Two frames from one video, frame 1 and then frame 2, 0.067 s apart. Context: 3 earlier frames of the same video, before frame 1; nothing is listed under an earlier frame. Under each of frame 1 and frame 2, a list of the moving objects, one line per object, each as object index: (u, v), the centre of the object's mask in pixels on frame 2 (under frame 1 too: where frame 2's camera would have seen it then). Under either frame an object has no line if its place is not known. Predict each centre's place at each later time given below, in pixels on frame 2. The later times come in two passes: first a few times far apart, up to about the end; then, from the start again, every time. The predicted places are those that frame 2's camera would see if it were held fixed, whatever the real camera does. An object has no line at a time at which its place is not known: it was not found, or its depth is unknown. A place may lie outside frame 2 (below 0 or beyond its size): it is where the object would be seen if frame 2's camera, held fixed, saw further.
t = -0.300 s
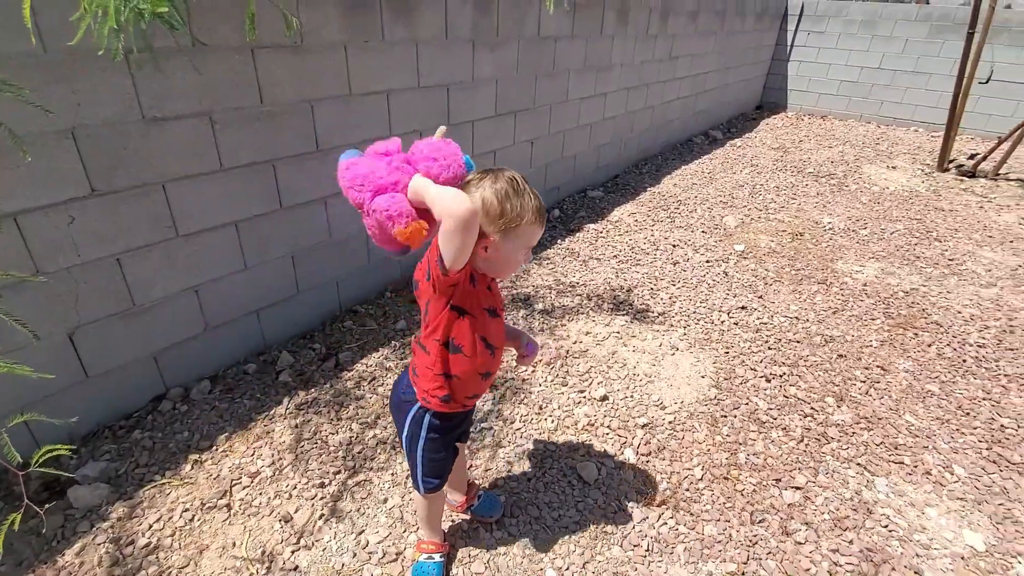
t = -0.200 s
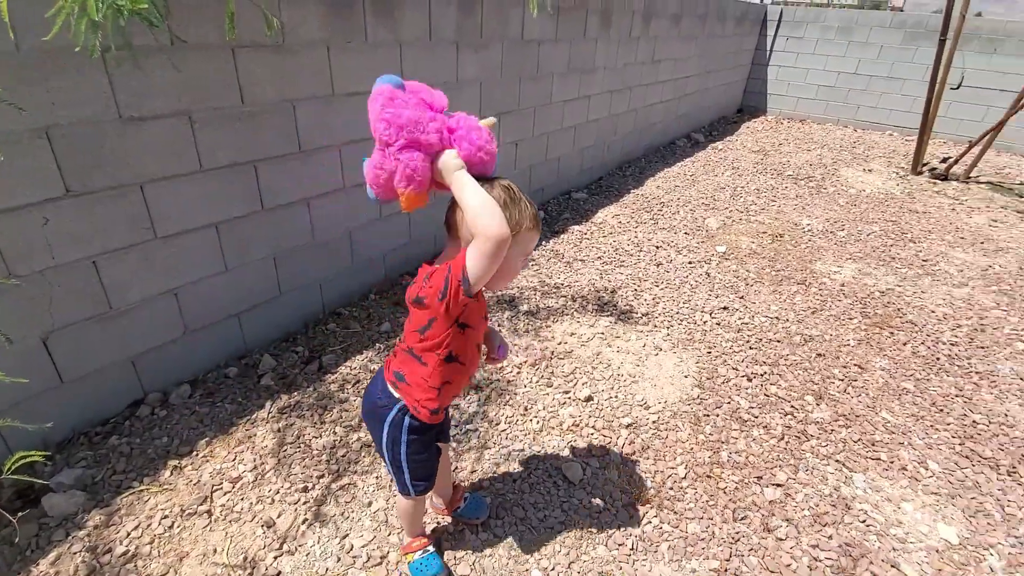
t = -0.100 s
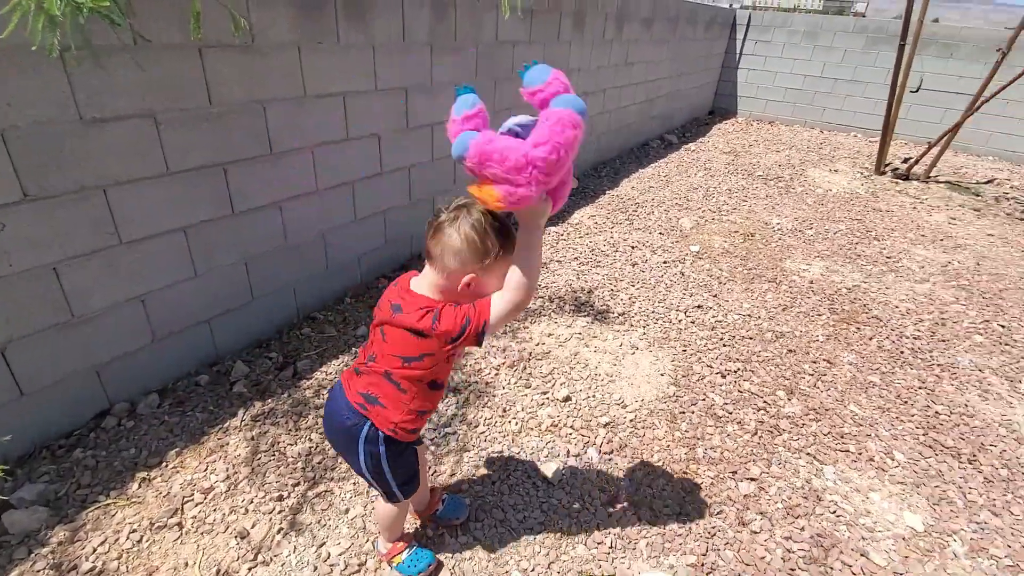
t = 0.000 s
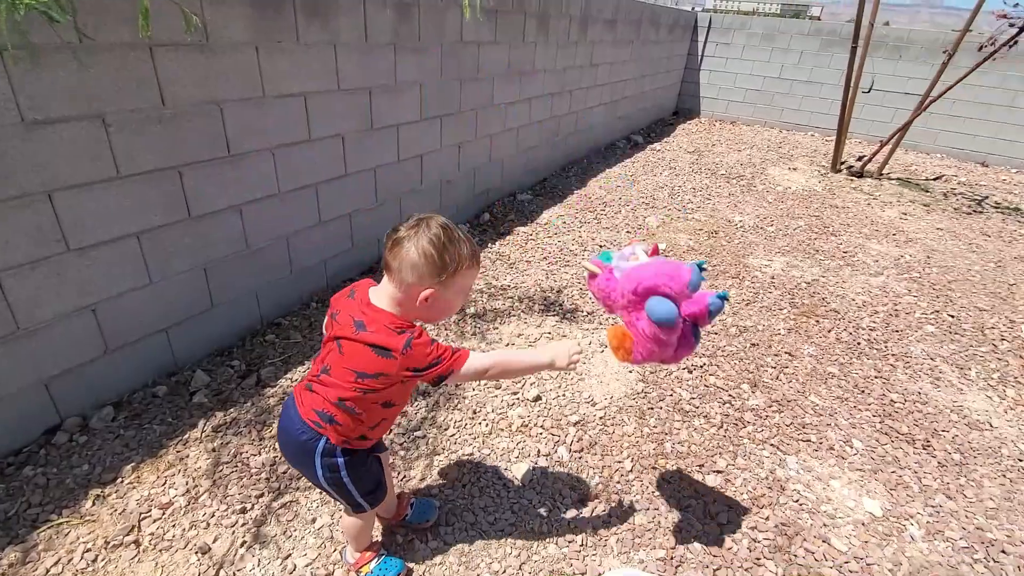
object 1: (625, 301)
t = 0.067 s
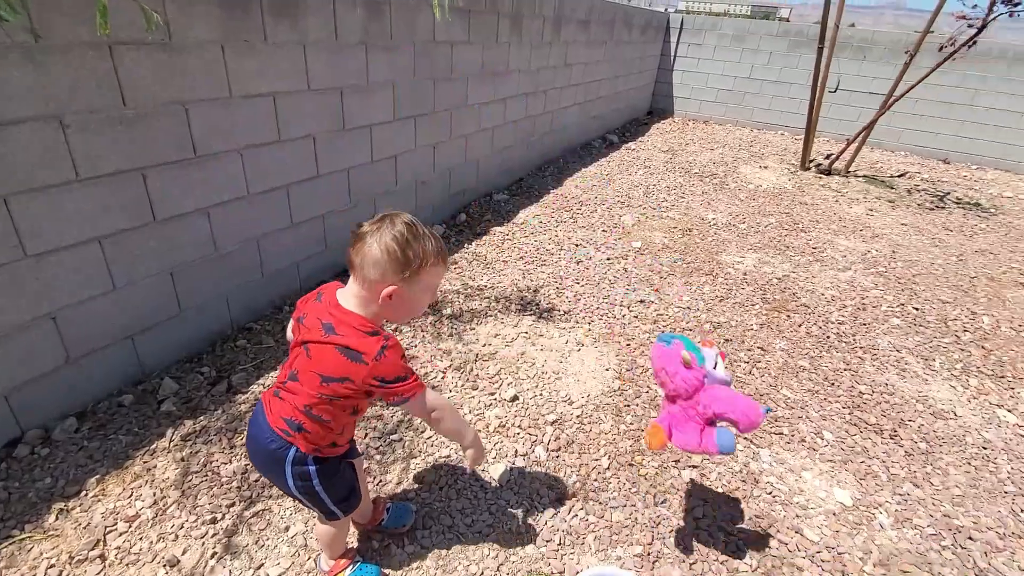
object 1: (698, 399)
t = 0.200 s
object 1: (790, 536)
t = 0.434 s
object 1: (937, 522)
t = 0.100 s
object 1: (726, 447)
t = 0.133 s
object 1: (747, 487)
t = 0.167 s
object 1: (766, 523)
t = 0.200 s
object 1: (790, 536)
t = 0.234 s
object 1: (818, 527)
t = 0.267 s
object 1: (845, 518)
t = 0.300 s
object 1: (872, 510)
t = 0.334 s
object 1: (894, 509)
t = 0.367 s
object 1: (910, 514)
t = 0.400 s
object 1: (923, 520)
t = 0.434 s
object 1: (937, 522)
